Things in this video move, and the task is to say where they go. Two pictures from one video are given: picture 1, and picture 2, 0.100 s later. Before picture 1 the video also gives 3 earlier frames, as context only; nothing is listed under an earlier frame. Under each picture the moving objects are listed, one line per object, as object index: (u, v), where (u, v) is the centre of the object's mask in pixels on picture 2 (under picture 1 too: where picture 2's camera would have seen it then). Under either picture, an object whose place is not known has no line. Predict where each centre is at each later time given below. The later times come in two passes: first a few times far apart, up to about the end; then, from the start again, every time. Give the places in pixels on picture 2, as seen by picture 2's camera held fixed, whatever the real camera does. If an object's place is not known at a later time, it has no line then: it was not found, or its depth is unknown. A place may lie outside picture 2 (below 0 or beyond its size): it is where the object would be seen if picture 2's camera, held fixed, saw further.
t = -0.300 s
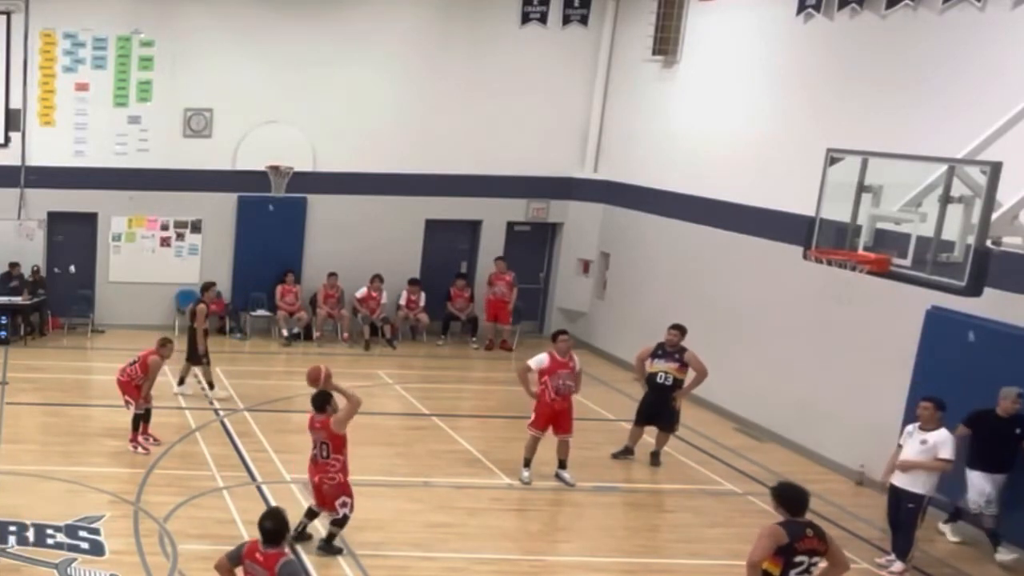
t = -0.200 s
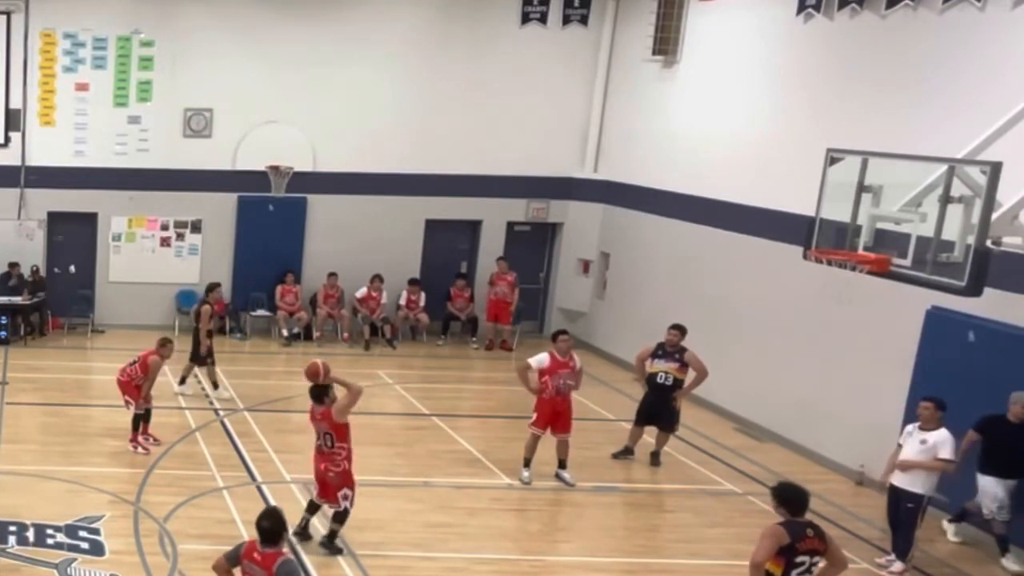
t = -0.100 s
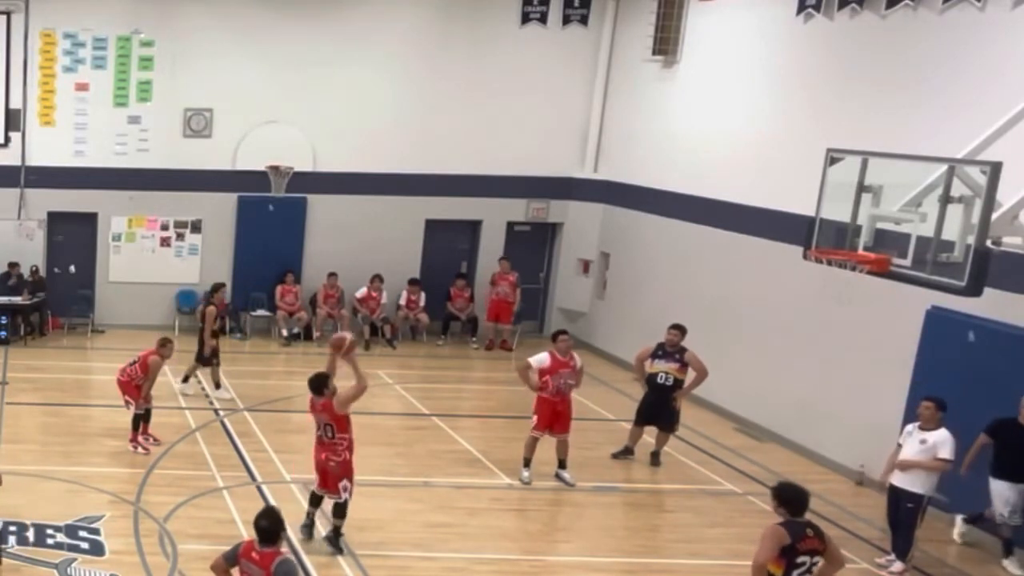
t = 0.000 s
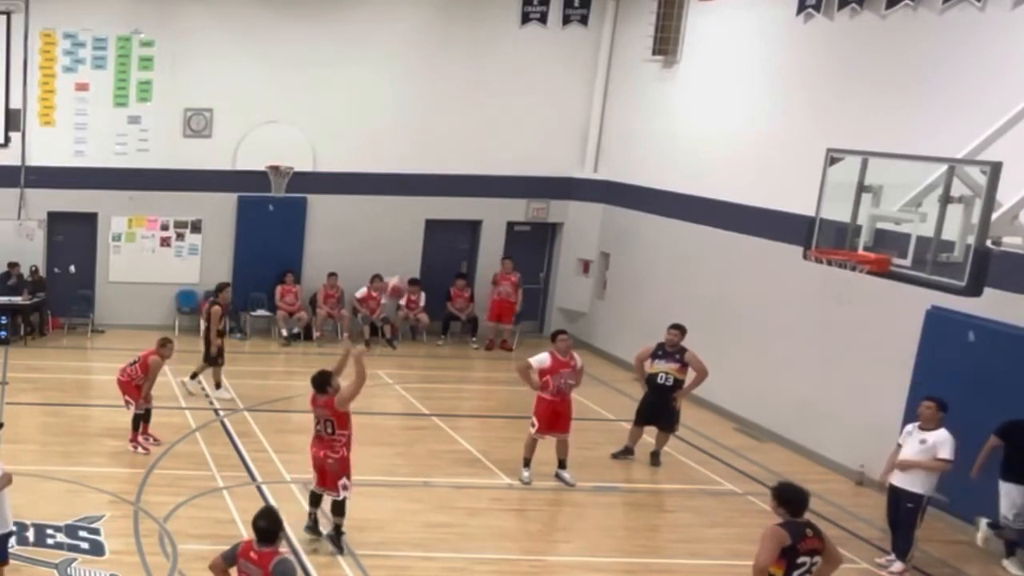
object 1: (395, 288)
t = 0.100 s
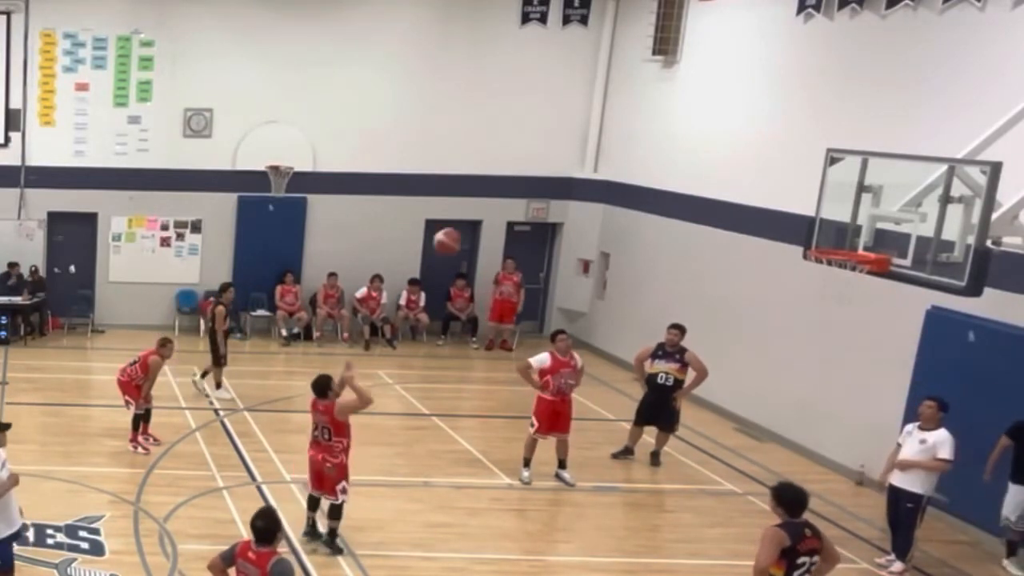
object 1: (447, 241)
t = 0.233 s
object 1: (516, 195)
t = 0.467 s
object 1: (632, 159)
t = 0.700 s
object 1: (738, 182)
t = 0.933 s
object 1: (825, 239)
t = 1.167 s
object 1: (870, 232)
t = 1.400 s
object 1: (830, 253)
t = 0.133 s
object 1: (464, 228)
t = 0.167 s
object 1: (482, 217)
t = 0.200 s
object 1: (499, 204)
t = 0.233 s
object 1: (516, 195)
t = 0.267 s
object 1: (534, 186)
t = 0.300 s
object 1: (550, 178)
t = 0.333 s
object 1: (566, 171)
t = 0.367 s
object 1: (583, 166)
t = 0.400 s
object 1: (600, 163)
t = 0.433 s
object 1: (616, 161)
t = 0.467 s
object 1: (632, 159)
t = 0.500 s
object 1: (648, 158)
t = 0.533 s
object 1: (663, 159)
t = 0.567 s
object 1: (679, 161)
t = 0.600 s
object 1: (694, 165)
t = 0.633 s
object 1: (709, 169)
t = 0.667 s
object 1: (724, 175)
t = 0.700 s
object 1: (738, 182)
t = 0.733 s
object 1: (752, 190)
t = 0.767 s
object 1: (766, 198)
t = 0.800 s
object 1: (781, 208)
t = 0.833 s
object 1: (793, 219)
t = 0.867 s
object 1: (807, 233)
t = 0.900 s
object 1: (817, 243)
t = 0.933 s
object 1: (825, 239)
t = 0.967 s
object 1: (835, 235)
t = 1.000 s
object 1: (845, 232)
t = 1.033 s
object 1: (853, 231)
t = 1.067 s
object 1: (863, 231)
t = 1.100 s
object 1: (870, 232)
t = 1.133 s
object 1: (876, 233)
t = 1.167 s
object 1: (870, 232)
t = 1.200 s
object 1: (863, 233)
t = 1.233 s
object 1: (856, 234)
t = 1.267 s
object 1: (851, 237)
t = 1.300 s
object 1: (844, 241)
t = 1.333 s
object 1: (836, 245)
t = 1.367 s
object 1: (828, 249)
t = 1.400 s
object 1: (830, 253)
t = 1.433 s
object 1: (834, 262)
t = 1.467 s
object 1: (841, 268)
